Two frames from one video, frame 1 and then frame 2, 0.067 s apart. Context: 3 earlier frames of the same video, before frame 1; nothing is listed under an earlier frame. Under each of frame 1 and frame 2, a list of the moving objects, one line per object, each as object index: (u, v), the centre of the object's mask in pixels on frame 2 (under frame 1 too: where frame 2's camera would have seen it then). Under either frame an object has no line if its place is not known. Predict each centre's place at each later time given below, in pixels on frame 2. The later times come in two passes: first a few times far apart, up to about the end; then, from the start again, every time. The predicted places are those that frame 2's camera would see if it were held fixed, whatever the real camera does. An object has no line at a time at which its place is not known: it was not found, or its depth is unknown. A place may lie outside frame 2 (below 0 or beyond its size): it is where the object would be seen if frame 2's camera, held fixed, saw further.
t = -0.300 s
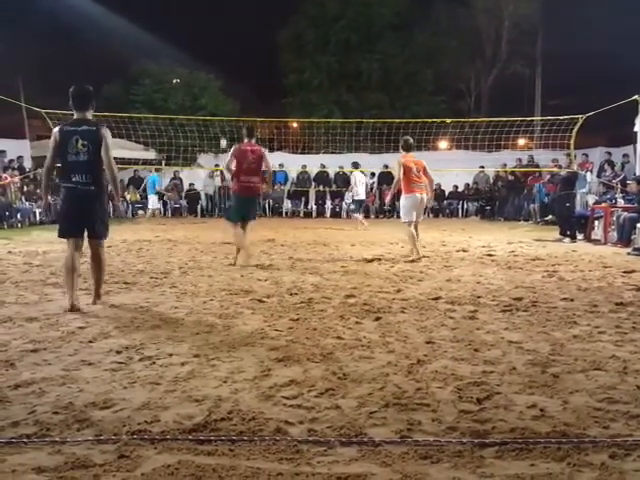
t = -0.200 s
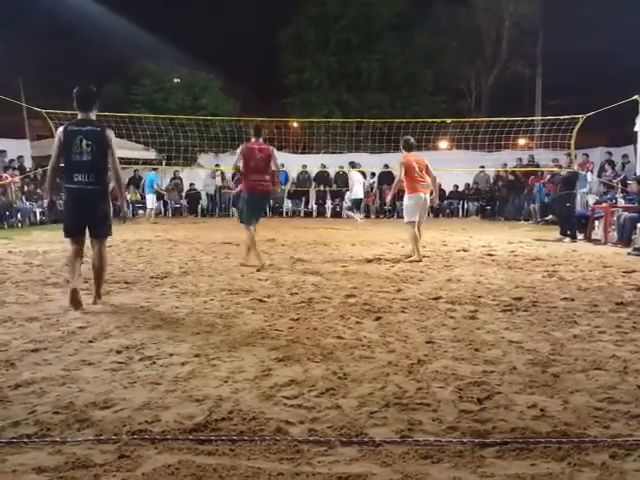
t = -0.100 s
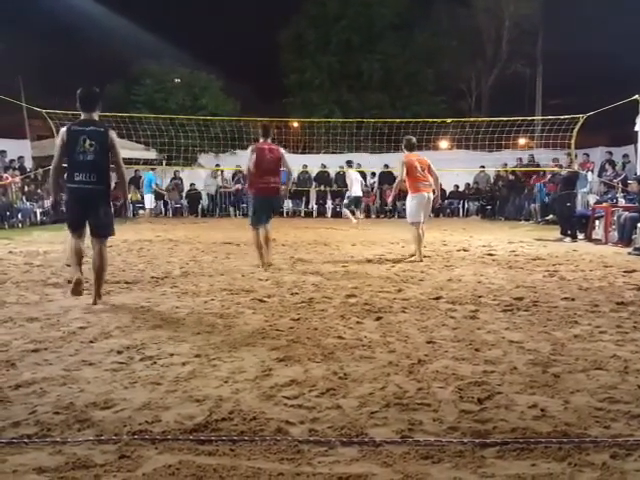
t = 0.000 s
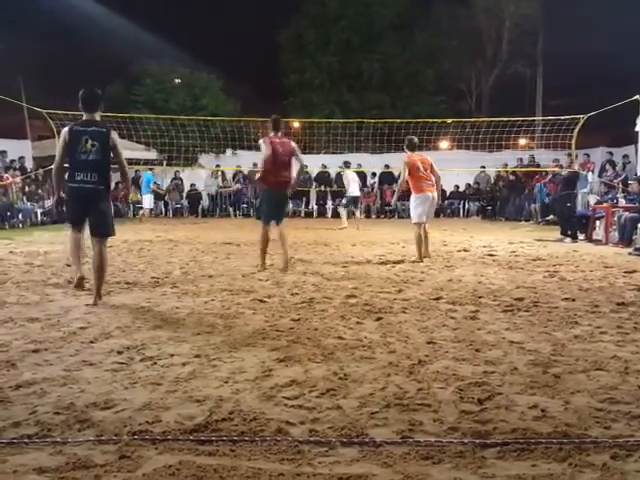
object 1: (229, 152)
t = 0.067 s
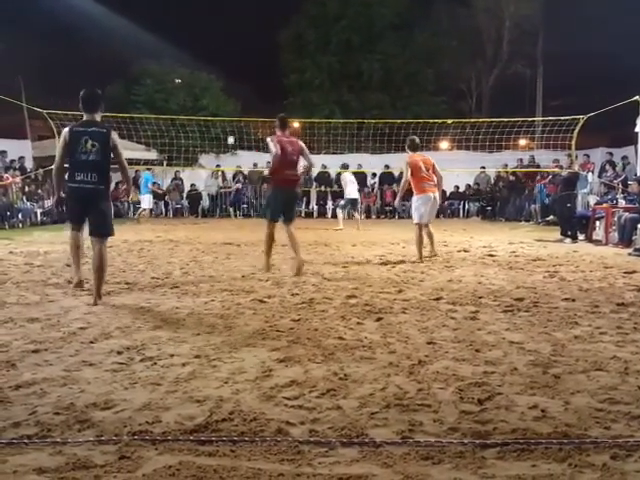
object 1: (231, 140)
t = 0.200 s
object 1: (235, 116)
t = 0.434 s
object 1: (242, 86)
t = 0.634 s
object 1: (249, 73)
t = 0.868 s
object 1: (259, 75)
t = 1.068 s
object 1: (269, 96)
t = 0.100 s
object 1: (231, 134)
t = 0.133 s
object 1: (232, 129)
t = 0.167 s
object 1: (234, 122)
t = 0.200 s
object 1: (235, 116)
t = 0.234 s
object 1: (236, 111)
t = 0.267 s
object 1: (236, 106)
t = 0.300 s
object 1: (237, 102)
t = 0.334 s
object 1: (238, 97)
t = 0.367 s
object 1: (239, 93)
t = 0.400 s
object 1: (241, 90)
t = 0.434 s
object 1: (242, 86)
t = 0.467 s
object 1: (243, 83)
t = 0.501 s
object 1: (244, 80)
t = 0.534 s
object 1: (245, 78)
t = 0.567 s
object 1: (246, 76)
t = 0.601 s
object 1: (248, 74)
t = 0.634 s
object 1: (249, 73)
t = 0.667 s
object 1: (250, 72)
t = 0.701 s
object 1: (252, 71)
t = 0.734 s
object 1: (253, 71)
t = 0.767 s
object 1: (254, 71)
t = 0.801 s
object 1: (256, 72)
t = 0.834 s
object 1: (258, 73)
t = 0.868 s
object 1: (259, 75)
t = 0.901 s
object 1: (261, 77)
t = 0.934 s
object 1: (262, 80)
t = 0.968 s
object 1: (264, 83)
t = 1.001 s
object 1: (266, 87)
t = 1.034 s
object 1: (267, 91)
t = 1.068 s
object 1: (269, 96)
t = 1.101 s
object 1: (271, 102)
